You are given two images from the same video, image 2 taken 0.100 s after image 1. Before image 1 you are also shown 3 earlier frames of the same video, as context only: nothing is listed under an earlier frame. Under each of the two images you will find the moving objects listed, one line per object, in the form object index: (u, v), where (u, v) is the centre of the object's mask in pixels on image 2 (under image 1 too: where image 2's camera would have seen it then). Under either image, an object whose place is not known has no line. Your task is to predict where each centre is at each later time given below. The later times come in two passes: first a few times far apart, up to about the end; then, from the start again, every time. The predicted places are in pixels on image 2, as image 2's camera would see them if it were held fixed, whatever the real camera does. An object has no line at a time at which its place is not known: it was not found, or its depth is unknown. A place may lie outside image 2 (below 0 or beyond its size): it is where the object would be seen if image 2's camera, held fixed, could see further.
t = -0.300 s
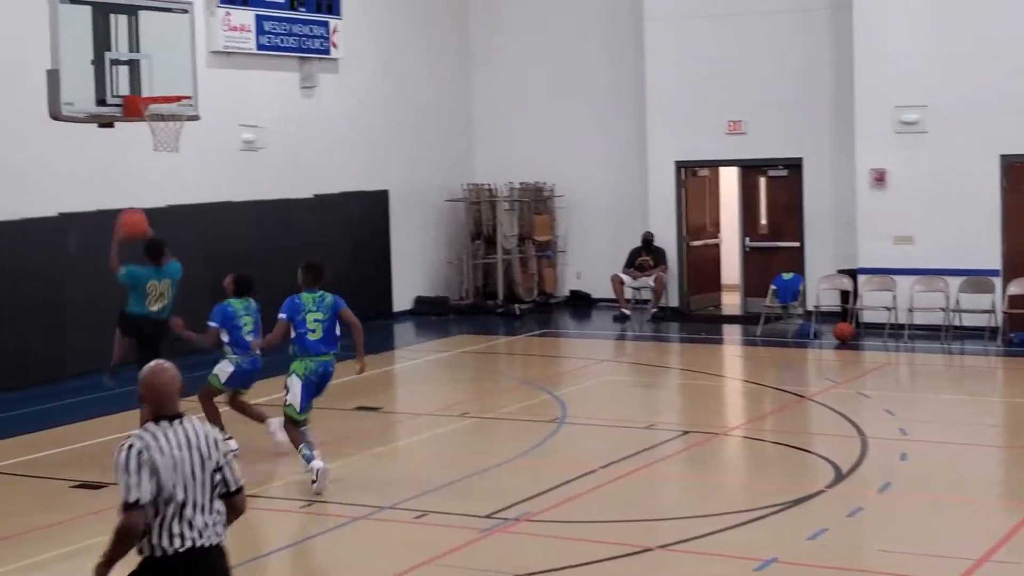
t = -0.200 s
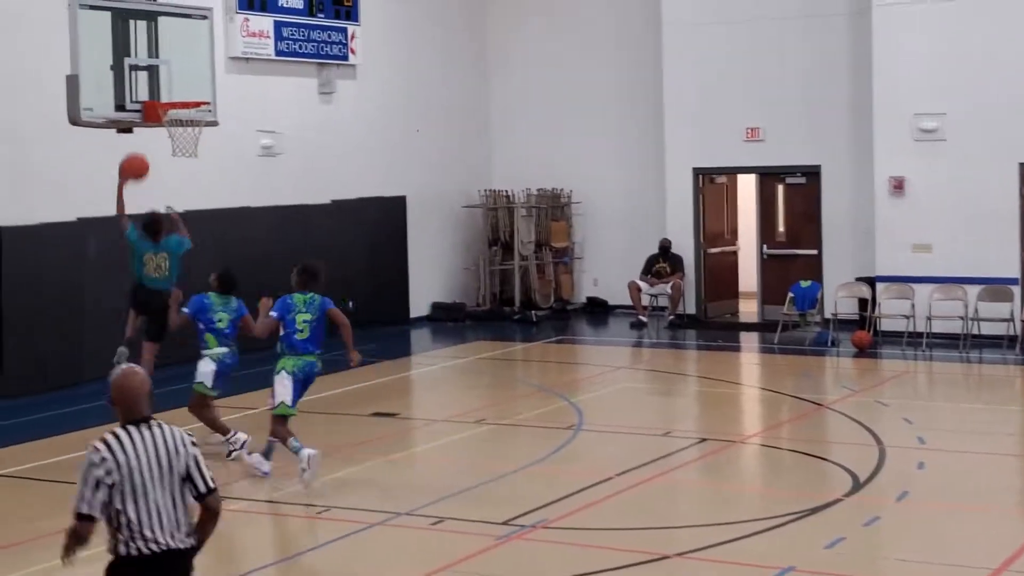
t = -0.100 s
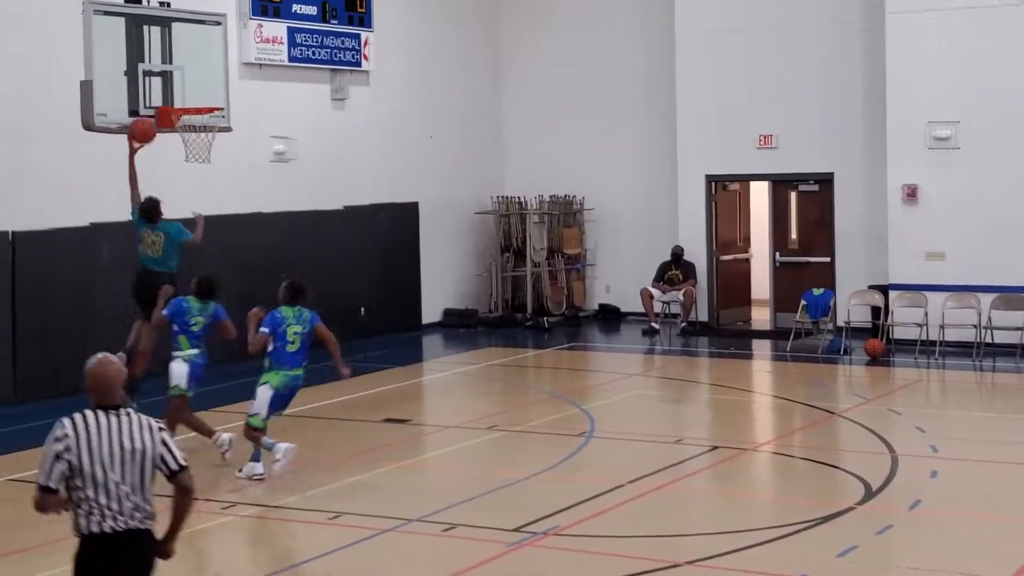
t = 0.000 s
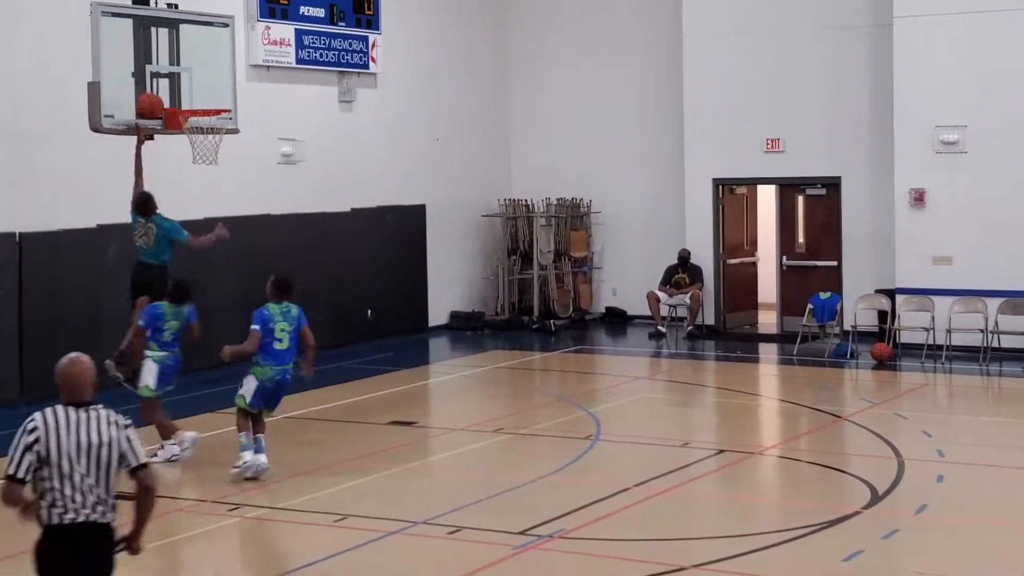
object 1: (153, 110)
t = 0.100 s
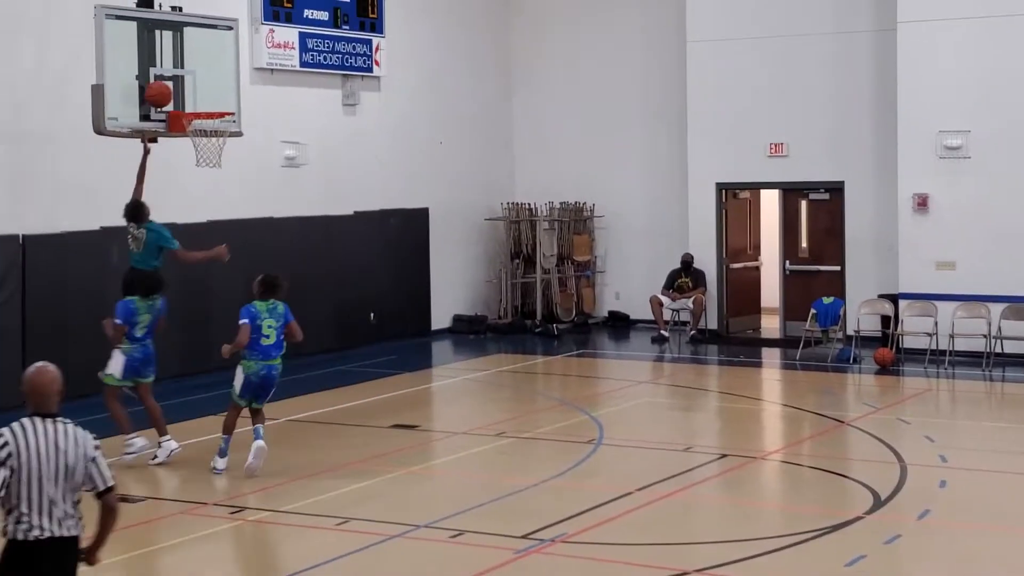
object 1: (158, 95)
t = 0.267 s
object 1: (190, 96)
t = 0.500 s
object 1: (220, 128)
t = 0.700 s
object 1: (227, 159)
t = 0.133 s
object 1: (164, 92)
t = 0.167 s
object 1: (171, 91)
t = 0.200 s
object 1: (177, 92)
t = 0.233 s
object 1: (184, 93)
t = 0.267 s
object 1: (190, 96)
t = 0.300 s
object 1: (197, 100)
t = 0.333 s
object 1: (203, 103)
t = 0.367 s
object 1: (206, 104)
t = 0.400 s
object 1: (209, 109)
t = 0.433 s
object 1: (213, 115)
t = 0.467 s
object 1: (216, 122)
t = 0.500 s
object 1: (220, 128)
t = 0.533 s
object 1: (223, 136)
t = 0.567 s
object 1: (225, 142)
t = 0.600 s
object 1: (226, 146)
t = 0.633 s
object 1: (227, 150)
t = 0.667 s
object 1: (227, 153)
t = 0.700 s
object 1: (227, 159)
